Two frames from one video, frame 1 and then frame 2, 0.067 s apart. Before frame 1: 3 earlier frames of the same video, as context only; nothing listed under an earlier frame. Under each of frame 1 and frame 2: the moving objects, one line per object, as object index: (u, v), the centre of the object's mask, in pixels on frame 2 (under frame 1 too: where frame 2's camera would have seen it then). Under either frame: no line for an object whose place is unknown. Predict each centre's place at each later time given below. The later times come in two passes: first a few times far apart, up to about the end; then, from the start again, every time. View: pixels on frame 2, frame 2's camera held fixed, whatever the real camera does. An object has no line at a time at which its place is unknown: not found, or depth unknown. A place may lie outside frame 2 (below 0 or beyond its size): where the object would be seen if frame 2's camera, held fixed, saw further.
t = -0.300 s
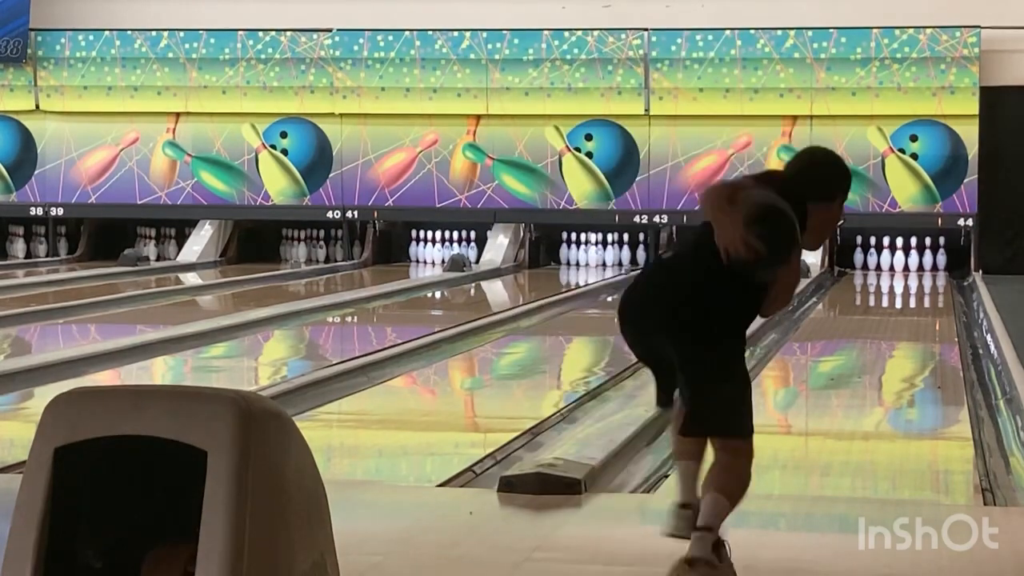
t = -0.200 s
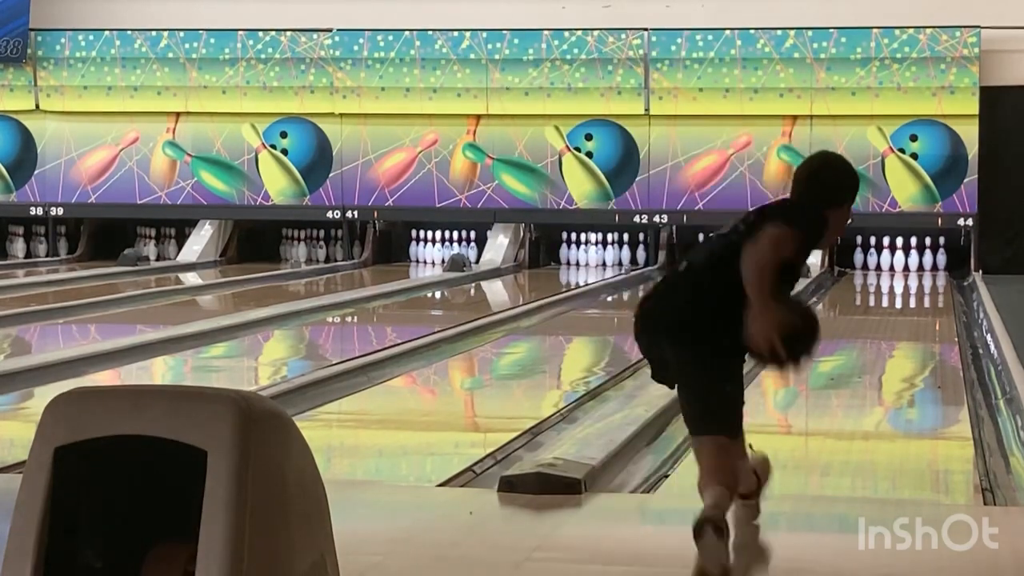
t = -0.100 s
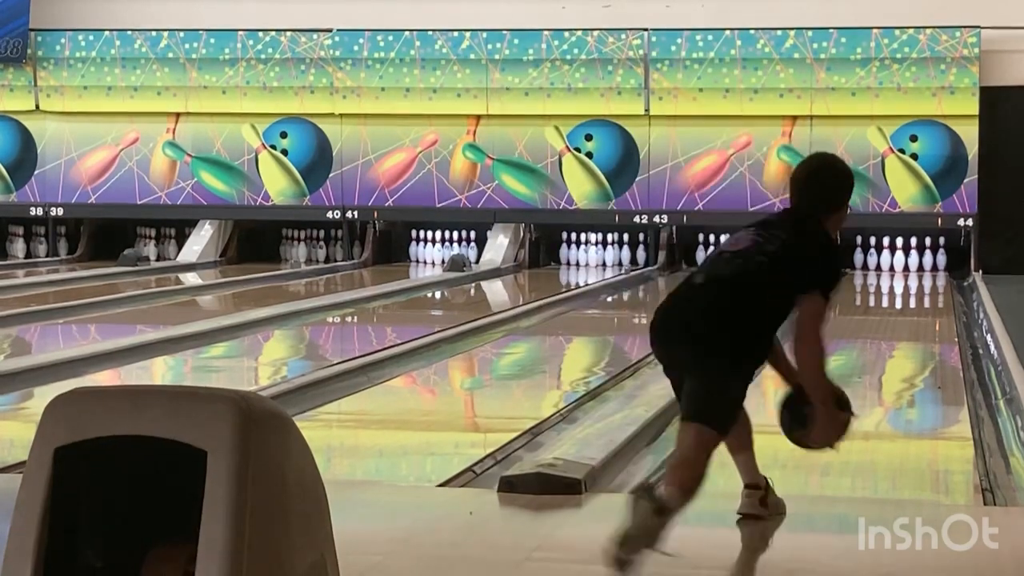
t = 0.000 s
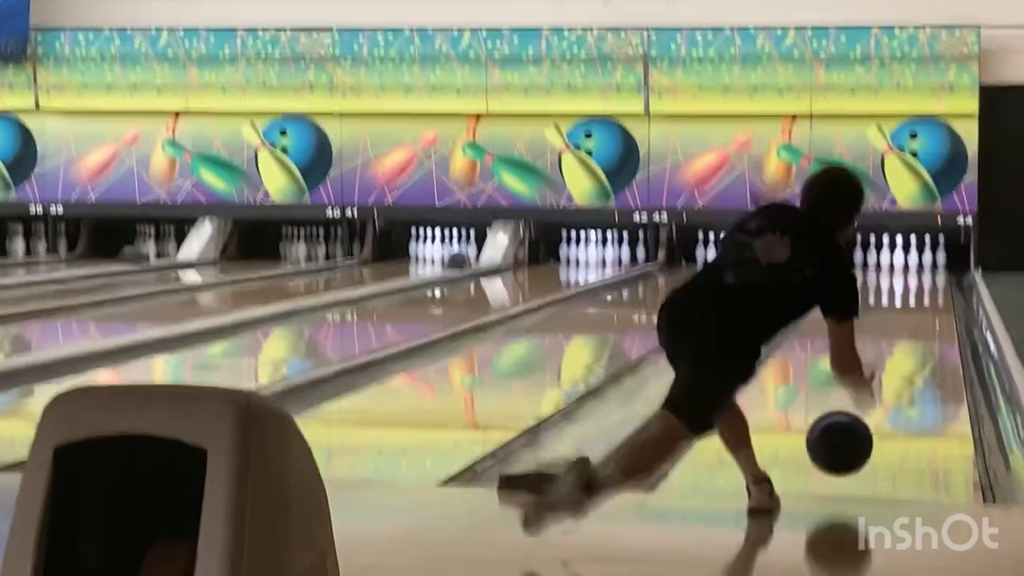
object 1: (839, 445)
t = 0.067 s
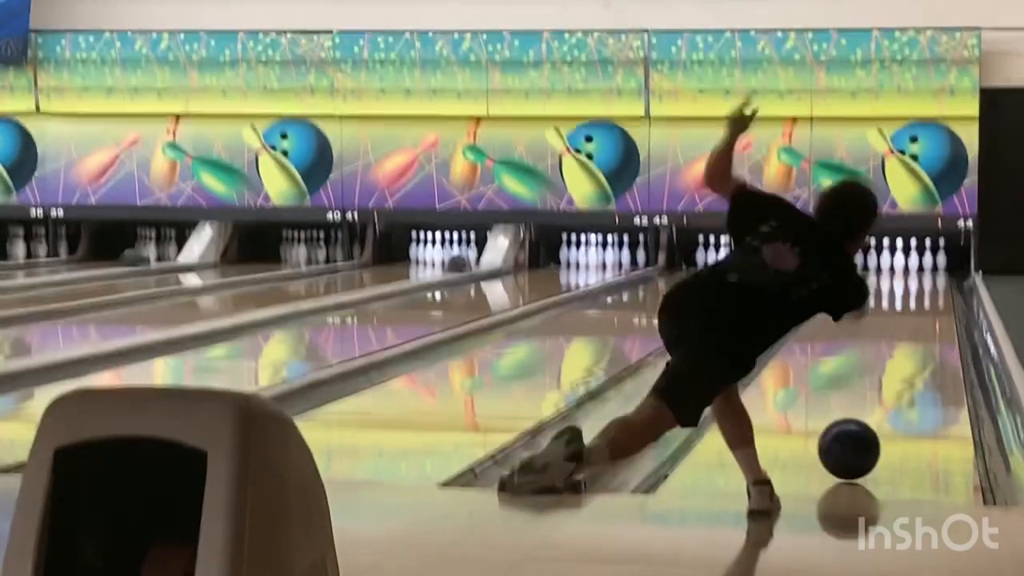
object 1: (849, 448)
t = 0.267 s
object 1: (870, 406)
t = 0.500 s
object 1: (888, 373)
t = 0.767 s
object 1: (902, 345)
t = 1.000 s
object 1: (910, 326)
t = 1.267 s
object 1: (916, 308)
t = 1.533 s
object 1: (920, 294)
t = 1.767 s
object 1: (921, 285)
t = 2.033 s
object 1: (918, 276)
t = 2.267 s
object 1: (912, 270)
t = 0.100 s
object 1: (853, 440)
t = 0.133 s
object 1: (857, 434)
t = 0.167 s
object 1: (860, 425)
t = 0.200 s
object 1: (864, 423)
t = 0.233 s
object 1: (867, 416)
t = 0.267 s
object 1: (870, 406)
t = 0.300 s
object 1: (873, 401)
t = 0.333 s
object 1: (876, 397)
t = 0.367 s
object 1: (879, 391)
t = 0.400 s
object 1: (881, 387)
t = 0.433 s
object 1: (884, 382)
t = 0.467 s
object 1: (886, 378)
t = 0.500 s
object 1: (888, 373)
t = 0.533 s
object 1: (890, 369)
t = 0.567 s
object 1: (892, 365)
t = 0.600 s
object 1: (894, 362)
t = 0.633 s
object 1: (896, 358)
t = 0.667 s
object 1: (897, 354)
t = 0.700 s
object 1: (899, 351)
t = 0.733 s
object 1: (900, 348)
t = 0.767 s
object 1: (902, 345)
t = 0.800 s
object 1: (903, 342)
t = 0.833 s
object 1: (904, 339)
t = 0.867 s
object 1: (906, 336)
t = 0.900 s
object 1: (907, 333)
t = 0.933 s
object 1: (908, 331)
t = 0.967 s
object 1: (909, 329)
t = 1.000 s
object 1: (910, 326)
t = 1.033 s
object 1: (911, 324)
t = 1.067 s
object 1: (912, 322)
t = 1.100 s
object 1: (913, 319)
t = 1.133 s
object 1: (914, 317)
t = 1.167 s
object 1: (914, 314)
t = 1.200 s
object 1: (915, 312)
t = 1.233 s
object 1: (916, 310)
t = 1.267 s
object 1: (916, 308)
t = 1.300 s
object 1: (917, 306)
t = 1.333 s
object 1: (918, 304)
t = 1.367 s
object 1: (918, 302)
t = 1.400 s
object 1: (919, 300)
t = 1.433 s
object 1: (919, 299)
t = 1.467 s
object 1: (920, 297)
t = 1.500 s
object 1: (920, 296)
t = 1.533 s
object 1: (920, 294)
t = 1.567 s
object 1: (920, 293)
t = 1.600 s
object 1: (920, 292)
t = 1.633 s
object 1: (921, 290)
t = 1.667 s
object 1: (921, 289)
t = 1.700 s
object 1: (921, 288)
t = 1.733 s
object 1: (921, 287)
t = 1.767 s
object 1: (921, 285)
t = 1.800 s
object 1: (921, 284)
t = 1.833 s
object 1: (920, 283)
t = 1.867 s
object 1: (920, 282)
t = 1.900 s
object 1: (920, 281)
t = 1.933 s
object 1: (919, 280)
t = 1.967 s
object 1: (919, 278)
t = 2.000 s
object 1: (918, 278)
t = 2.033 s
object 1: (918, 276)
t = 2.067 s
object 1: (917, 276)
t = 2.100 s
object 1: (916, 274)
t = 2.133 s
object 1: (916, 273)
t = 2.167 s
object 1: (915, 272)
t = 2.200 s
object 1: (914, 272)
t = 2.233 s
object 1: (913, 271)
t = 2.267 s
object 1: (912, 270)
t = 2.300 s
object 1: (911, 269)
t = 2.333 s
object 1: (910, 268)
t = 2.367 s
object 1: (909, 267)
